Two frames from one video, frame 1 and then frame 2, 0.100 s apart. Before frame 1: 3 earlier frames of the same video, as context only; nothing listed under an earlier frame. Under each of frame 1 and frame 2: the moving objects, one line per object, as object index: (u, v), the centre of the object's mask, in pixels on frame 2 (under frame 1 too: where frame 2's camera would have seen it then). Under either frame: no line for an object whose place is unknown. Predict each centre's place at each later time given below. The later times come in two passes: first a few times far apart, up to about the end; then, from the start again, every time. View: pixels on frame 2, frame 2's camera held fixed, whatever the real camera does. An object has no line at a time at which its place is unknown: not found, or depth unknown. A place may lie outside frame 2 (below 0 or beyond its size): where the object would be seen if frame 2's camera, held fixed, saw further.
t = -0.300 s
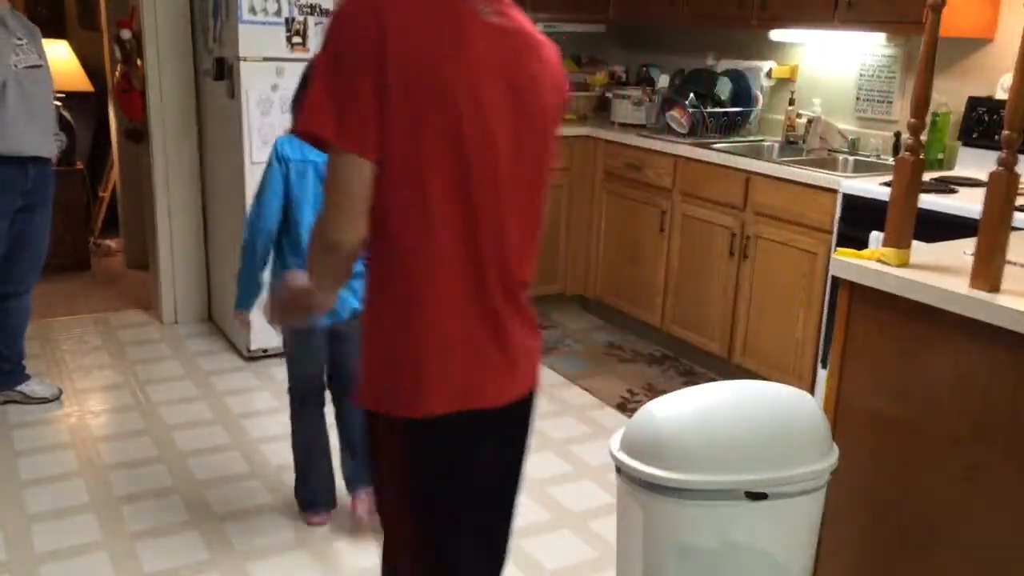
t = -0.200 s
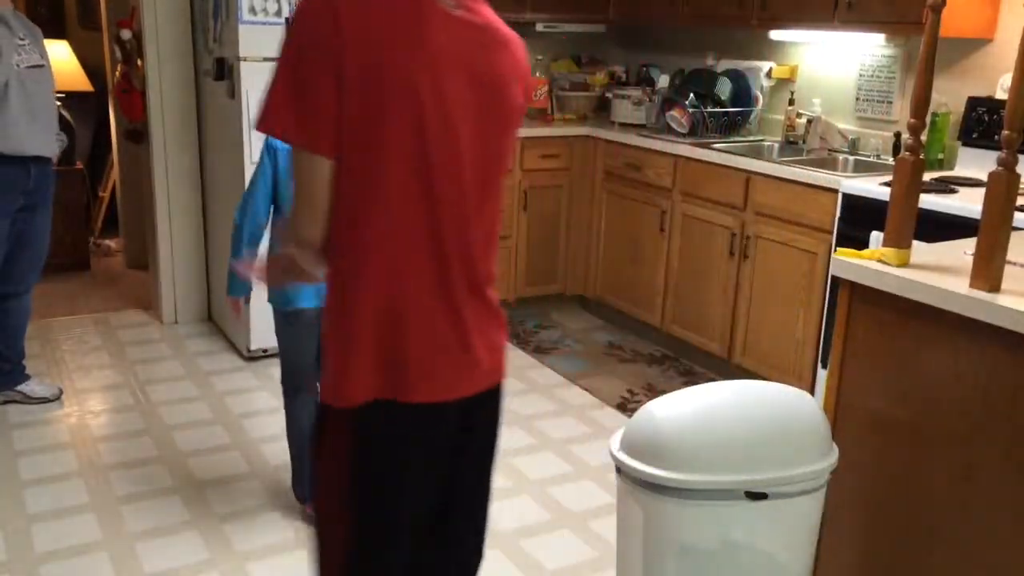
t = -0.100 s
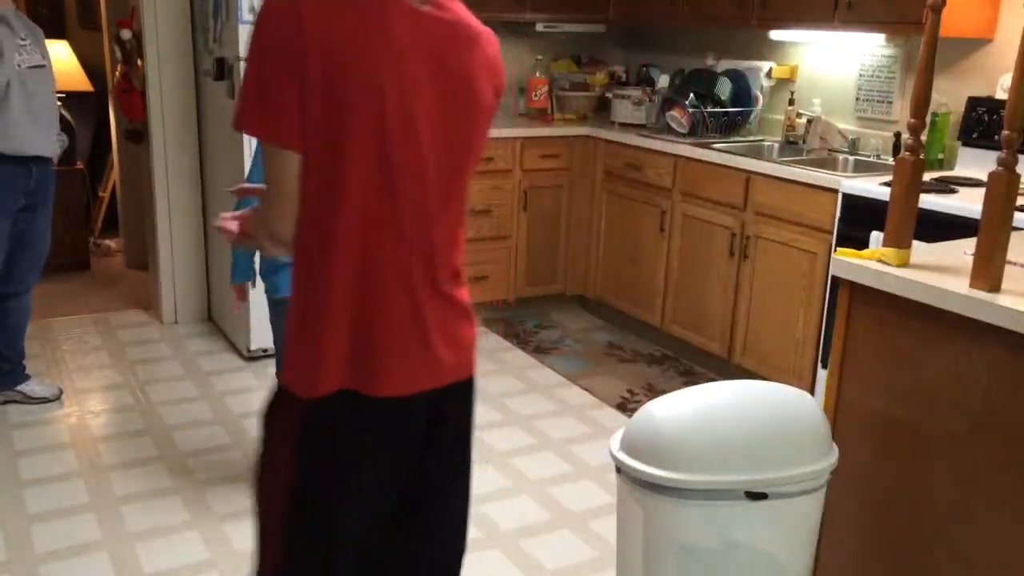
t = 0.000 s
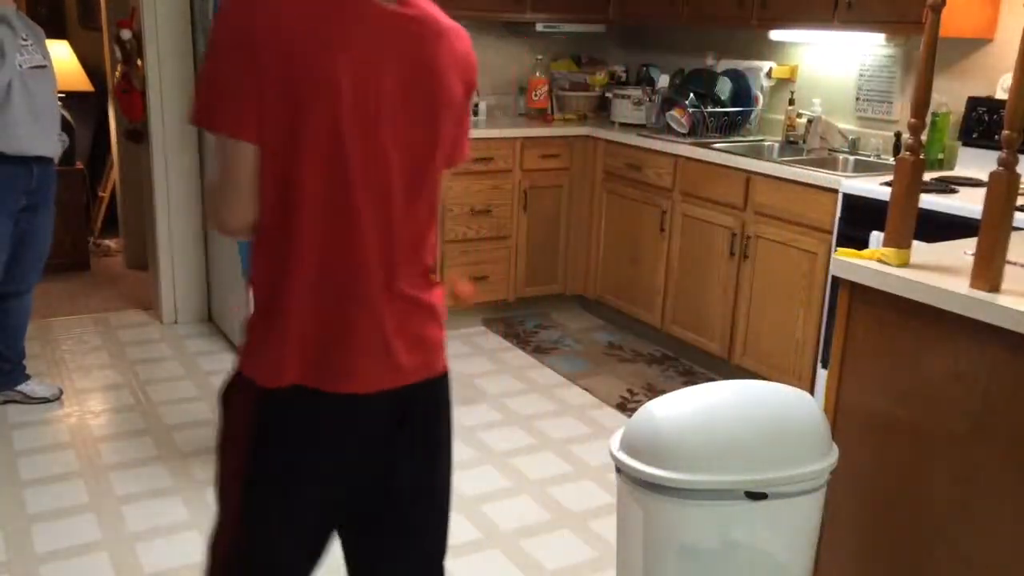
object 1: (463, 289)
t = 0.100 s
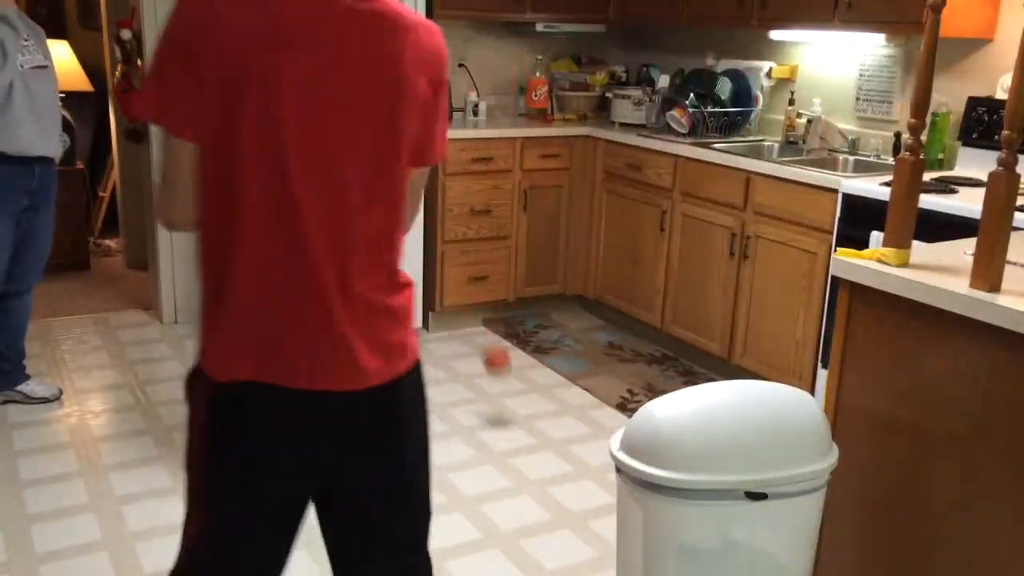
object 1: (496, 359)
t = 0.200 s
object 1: (525, 420)
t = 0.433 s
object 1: (550, 363)
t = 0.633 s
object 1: (565, 429)
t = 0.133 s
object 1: (508, 388)
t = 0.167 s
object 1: (519, 422)
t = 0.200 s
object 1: (525, 420)
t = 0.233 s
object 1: (529, 404)
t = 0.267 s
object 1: (533, 390)
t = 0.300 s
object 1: (536, 379)
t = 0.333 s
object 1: (540, 371)
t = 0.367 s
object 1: (544, 365)
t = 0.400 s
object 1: (547, 363)
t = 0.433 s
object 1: (550, 363)
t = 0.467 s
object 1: (553, 366)
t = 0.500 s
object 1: (556, 372)
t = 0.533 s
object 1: (559, 382)
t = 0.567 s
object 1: (560, 394)
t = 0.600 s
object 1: (563, 409)
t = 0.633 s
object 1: (565, 429)
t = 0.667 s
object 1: (569, 428)
